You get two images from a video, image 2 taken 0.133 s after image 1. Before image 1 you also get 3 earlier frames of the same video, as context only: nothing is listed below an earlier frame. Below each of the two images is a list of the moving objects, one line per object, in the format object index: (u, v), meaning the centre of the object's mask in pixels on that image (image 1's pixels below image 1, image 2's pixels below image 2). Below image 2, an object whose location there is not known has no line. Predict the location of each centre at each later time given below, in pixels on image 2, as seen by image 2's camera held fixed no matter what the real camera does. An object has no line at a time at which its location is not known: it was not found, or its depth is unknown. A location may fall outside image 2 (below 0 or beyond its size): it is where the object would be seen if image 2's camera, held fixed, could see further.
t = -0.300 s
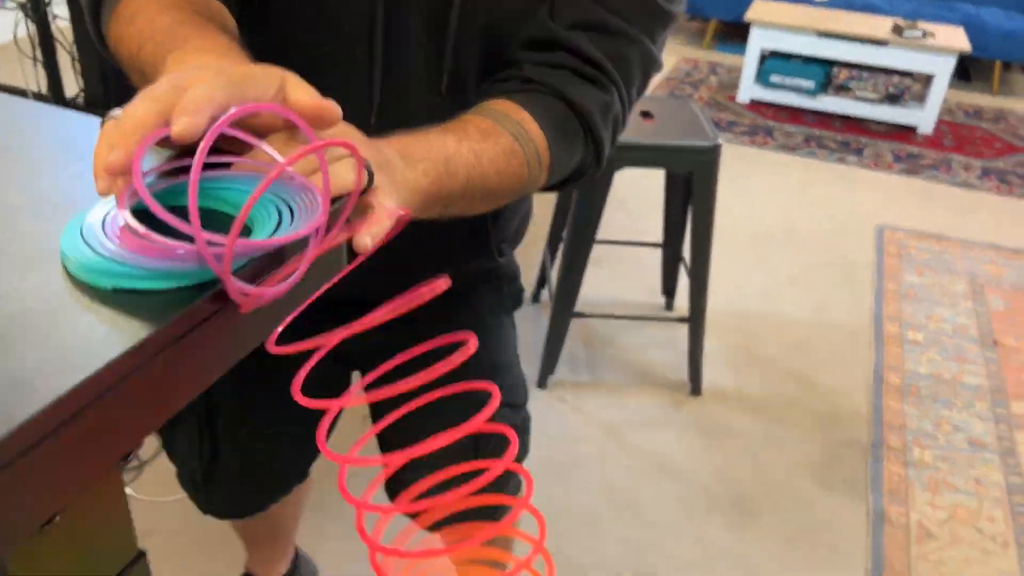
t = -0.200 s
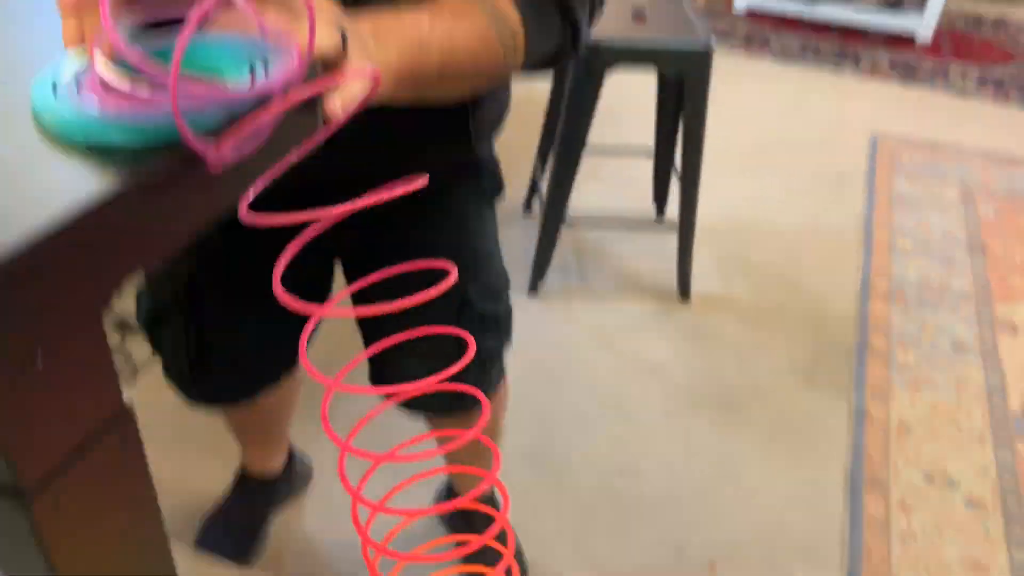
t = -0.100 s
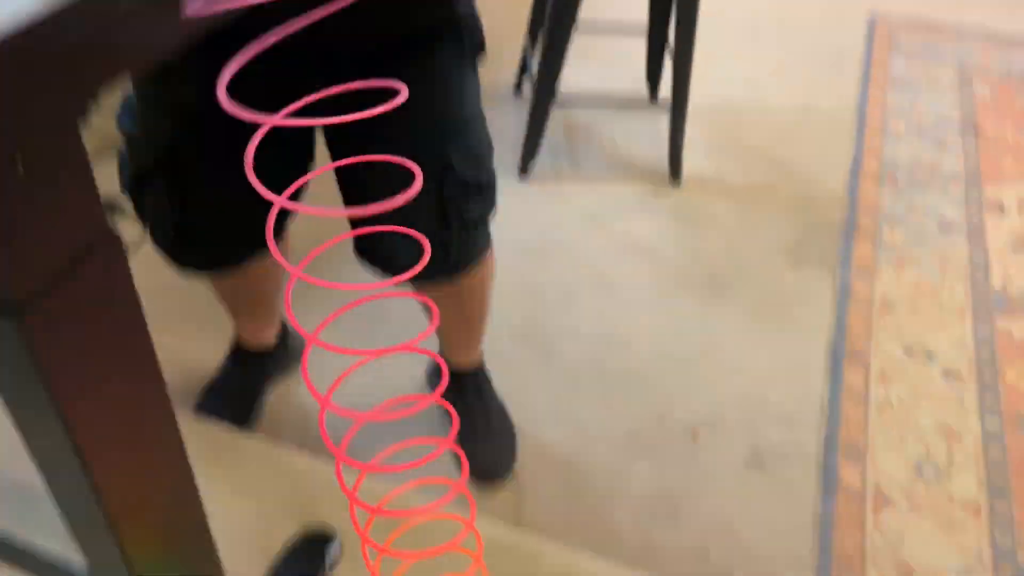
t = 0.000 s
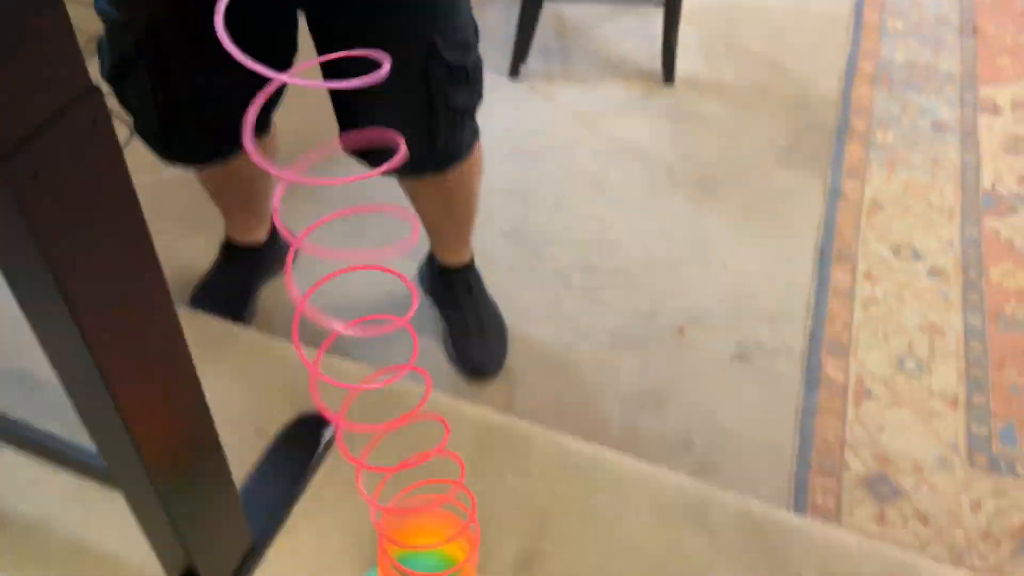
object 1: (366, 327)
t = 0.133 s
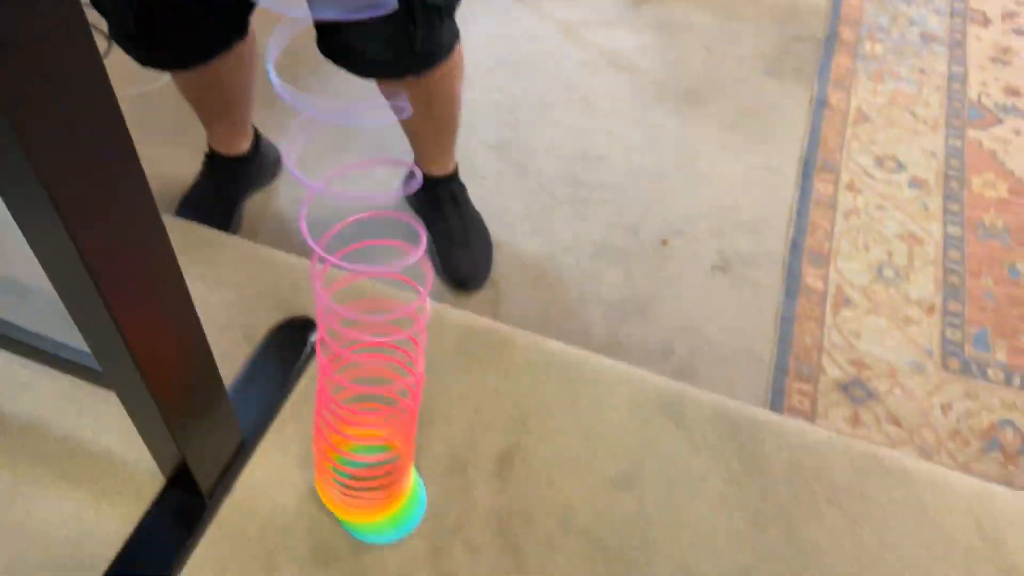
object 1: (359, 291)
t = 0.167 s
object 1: (356, 303)
